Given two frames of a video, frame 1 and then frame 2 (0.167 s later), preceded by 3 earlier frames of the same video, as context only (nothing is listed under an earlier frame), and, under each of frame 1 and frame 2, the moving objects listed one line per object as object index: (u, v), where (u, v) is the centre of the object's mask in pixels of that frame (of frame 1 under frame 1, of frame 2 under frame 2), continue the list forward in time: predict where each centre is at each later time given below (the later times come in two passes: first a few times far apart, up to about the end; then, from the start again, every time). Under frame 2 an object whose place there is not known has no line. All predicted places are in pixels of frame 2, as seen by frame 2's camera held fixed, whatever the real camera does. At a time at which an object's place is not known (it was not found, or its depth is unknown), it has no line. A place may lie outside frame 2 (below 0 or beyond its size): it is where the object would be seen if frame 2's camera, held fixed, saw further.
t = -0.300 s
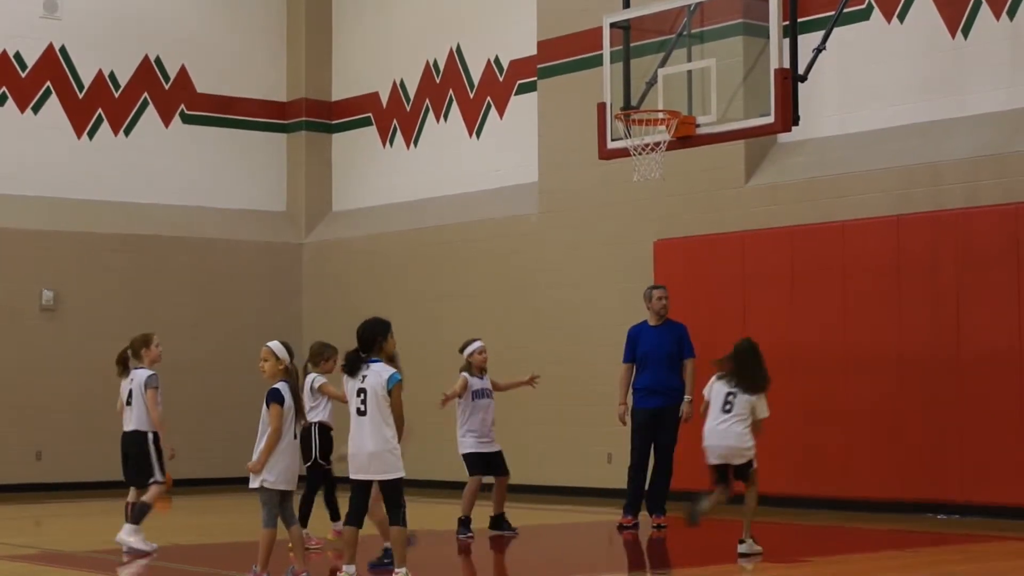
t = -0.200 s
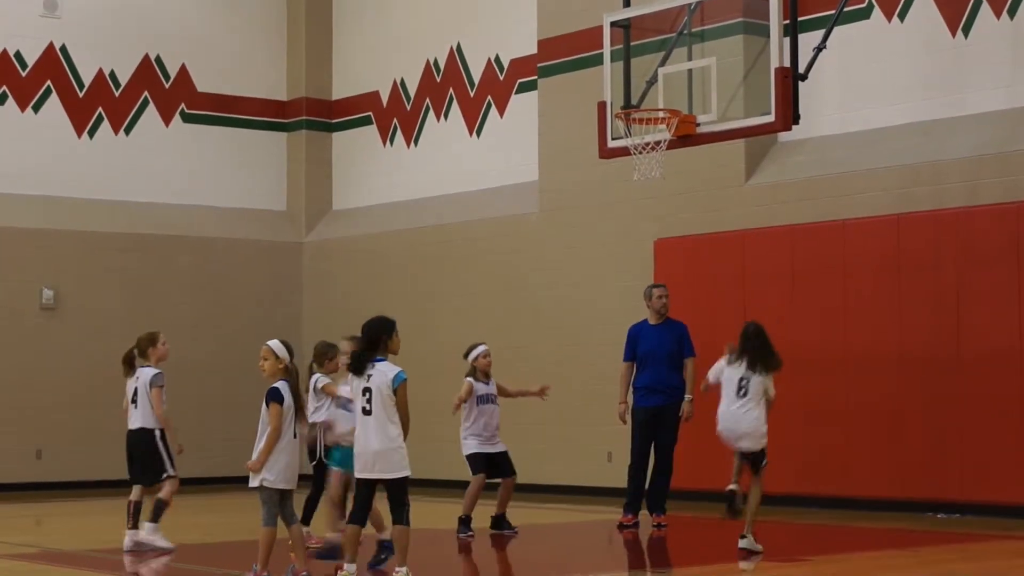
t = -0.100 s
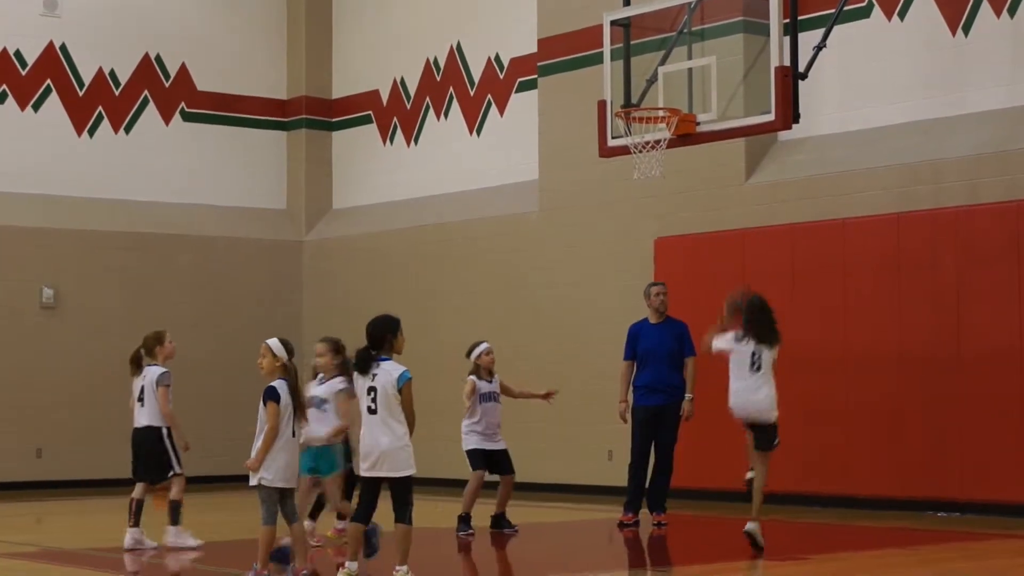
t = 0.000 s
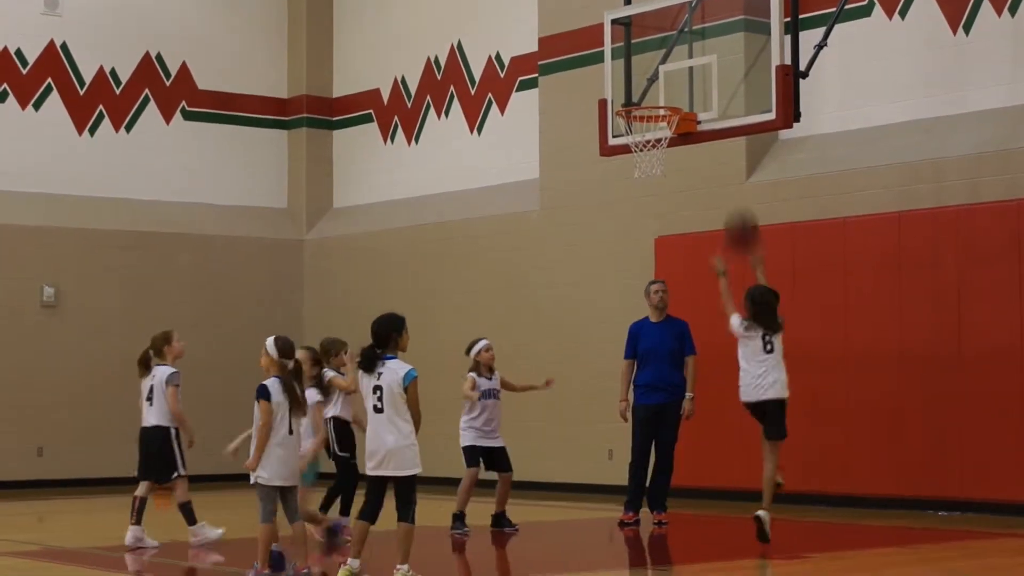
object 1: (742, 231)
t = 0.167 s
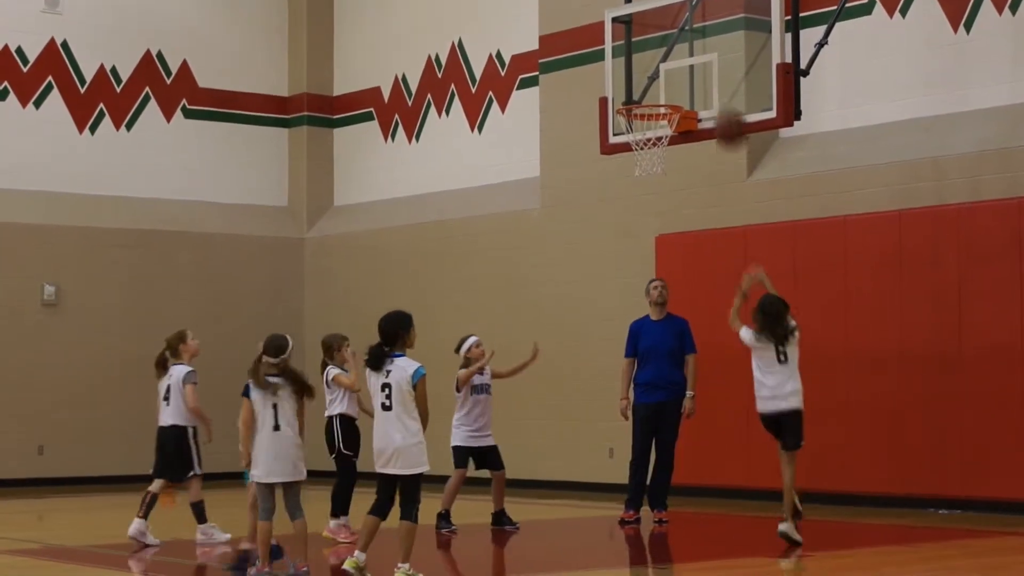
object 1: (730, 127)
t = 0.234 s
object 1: (727, 100)
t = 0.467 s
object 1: (712, 52)
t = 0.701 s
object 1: (670, 86)
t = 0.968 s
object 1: (632, 192)
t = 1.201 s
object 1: (611, 340)
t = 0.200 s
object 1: (729, 112)
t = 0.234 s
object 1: (727, 100)
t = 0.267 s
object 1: (725, 88)
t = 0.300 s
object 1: (723, 79)
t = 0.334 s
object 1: (721, 70)
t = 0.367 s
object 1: (719, 63)
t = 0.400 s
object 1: (717, 58)
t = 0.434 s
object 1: (715, 54)
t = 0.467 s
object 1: (712, 52)
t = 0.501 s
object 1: (706, 53)
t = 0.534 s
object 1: (700, 54)
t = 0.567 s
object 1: (694, 58)
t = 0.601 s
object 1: (687, 63)
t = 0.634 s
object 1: (681, 70)
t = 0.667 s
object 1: (675, 78)
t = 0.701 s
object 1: (670, 86)
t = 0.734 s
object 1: (665, 93)
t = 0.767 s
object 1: (661, 109)
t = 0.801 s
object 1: (651, 123)
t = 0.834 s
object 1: (646, 142)
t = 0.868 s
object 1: (641, 155)
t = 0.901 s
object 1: (637, 165)
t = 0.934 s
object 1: (635, 178)
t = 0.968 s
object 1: (632, 192)
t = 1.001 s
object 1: (629, 209)
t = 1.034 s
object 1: (626, 227)
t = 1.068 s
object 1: (623, 247)
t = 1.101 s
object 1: (620, 267)
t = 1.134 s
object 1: (618, 291)
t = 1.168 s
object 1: (615, 314)
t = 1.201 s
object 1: (611, 340)
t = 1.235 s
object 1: (609, 369)
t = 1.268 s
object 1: (606, 398)
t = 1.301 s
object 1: (604, 430)
